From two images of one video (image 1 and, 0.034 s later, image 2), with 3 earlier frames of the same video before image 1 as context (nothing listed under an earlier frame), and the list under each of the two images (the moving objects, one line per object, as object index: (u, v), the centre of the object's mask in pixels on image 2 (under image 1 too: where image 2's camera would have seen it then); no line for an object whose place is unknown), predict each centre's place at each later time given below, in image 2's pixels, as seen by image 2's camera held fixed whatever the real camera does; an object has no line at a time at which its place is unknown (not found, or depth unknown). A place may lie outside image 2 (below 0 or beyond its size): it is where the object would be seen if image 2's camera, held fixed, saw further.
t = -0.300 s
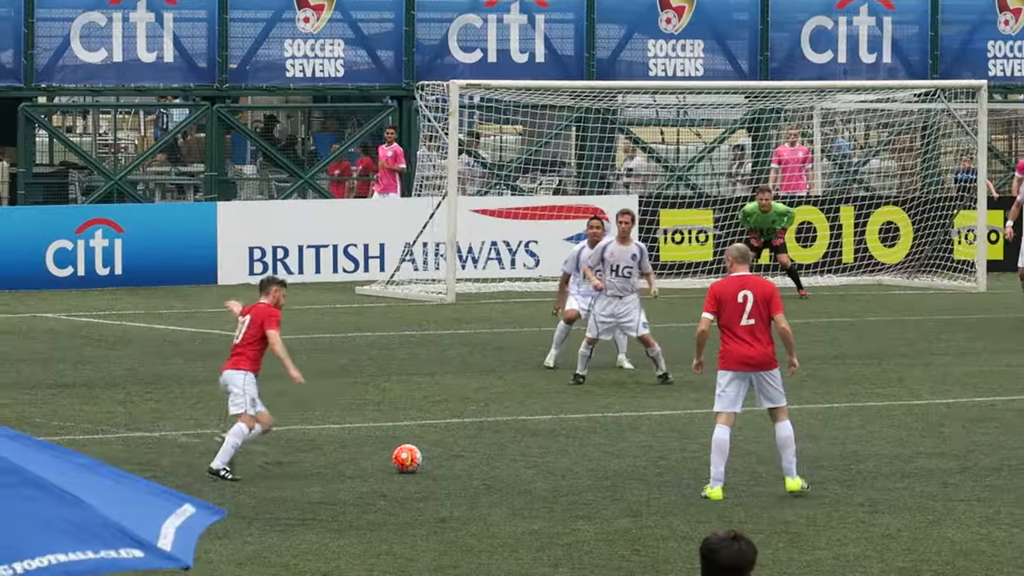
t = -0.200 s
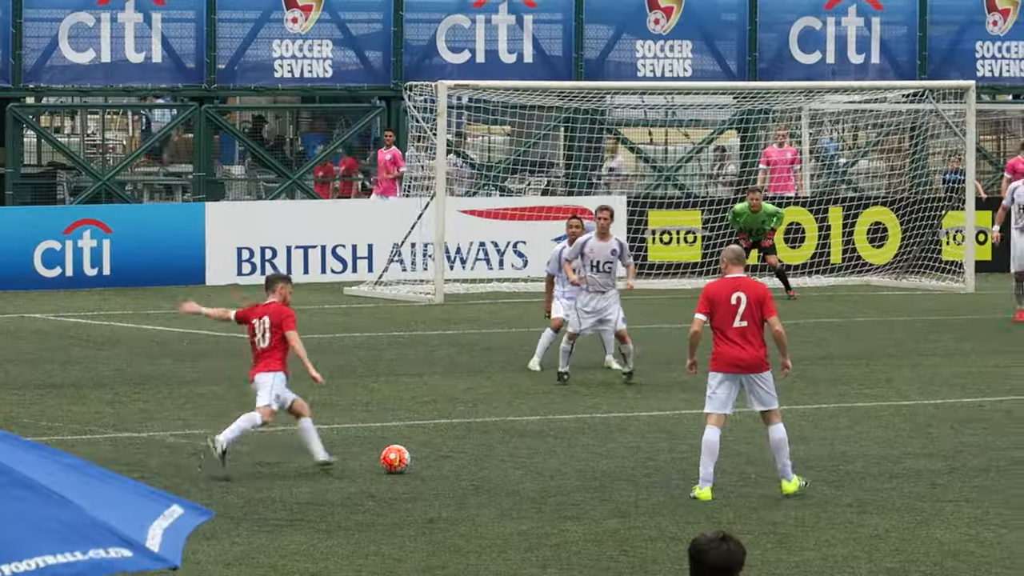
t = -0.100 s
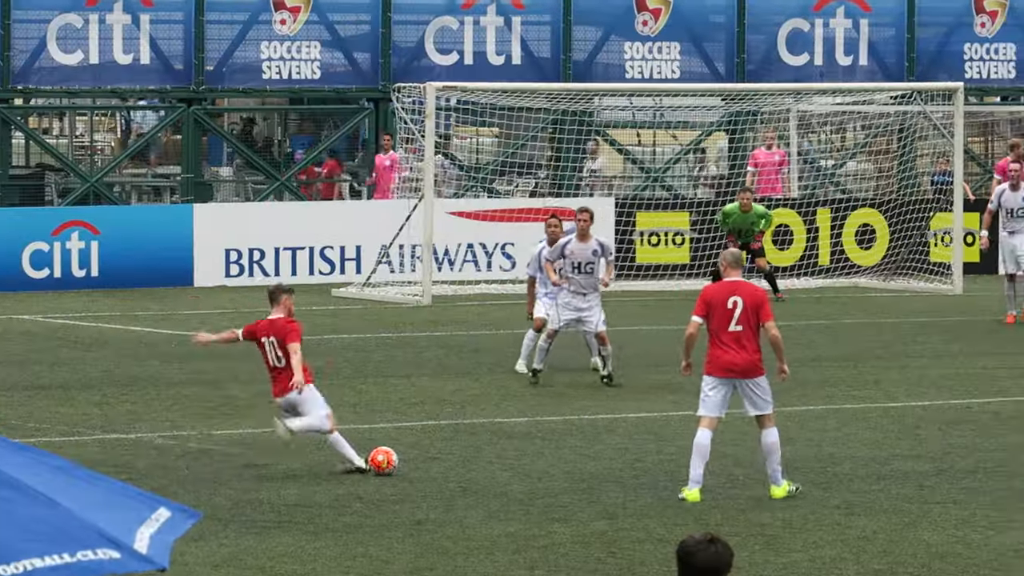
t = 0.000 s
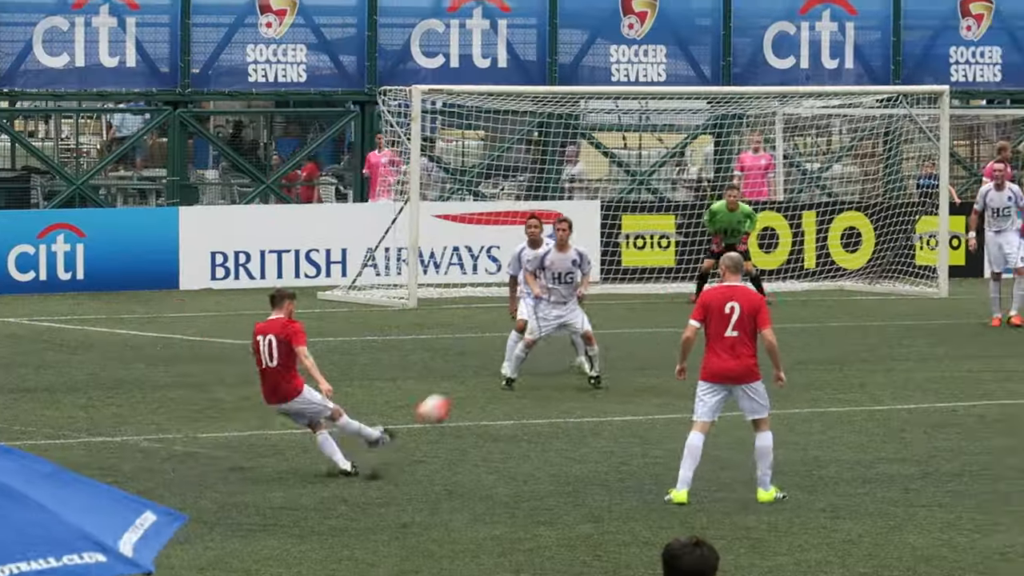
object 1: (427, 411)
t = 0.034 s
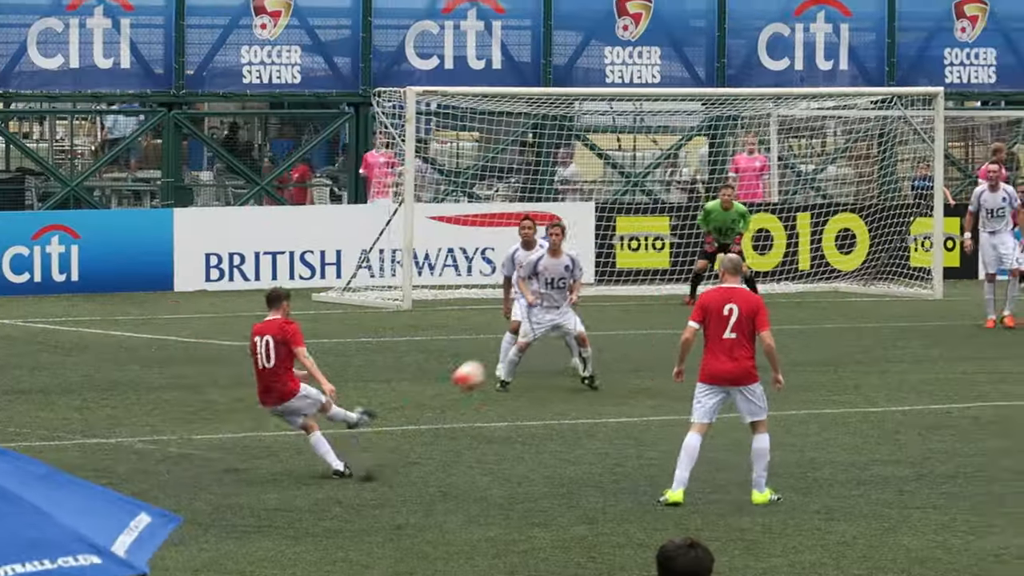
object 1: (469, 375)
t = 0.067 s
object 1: (507, 342)
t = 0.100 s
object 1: (538, 309)
